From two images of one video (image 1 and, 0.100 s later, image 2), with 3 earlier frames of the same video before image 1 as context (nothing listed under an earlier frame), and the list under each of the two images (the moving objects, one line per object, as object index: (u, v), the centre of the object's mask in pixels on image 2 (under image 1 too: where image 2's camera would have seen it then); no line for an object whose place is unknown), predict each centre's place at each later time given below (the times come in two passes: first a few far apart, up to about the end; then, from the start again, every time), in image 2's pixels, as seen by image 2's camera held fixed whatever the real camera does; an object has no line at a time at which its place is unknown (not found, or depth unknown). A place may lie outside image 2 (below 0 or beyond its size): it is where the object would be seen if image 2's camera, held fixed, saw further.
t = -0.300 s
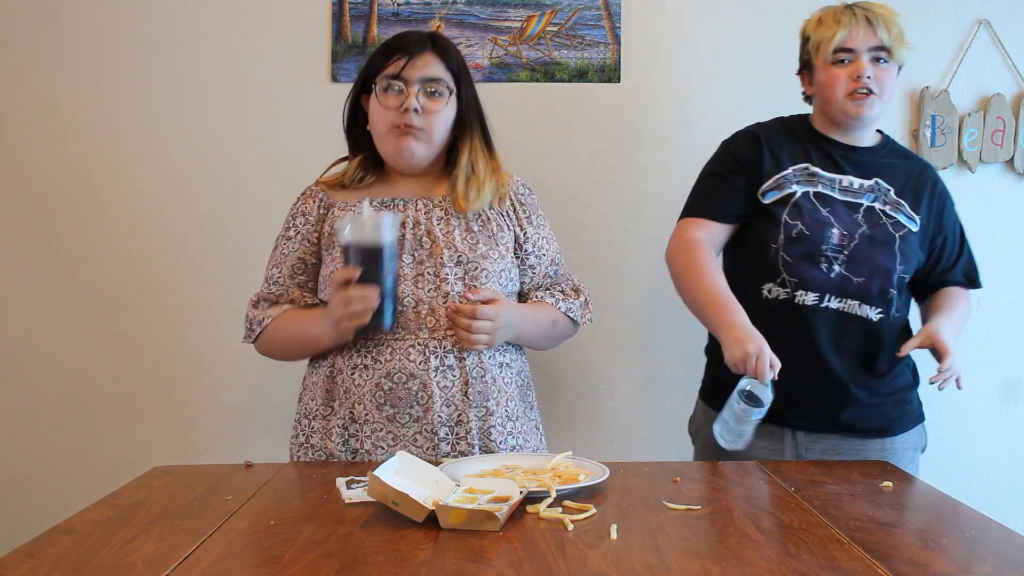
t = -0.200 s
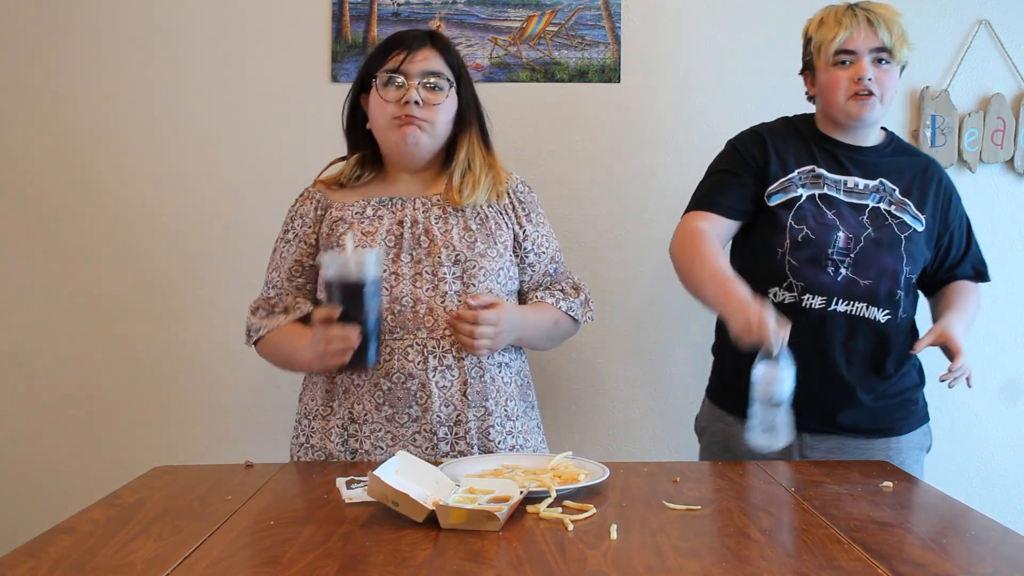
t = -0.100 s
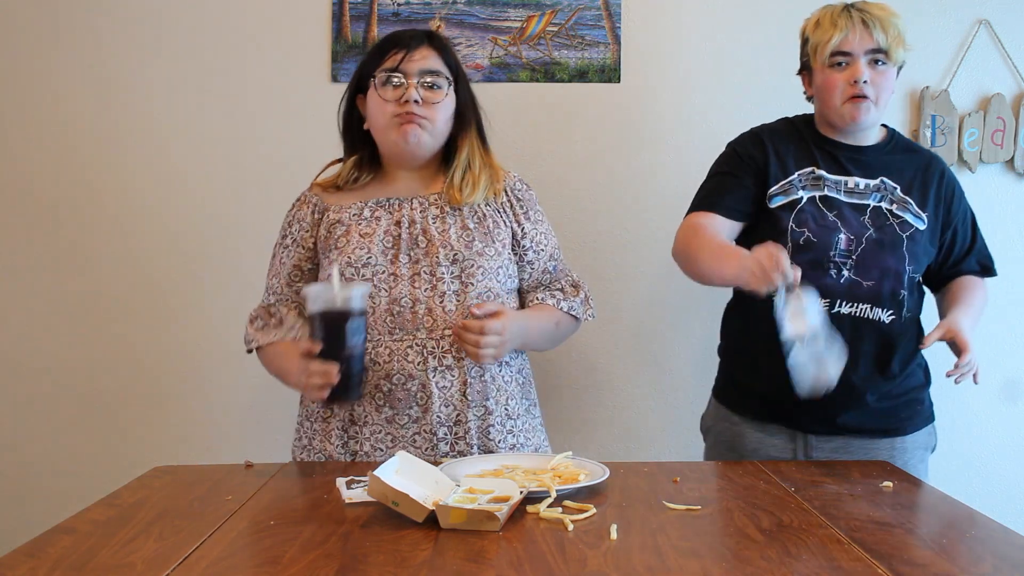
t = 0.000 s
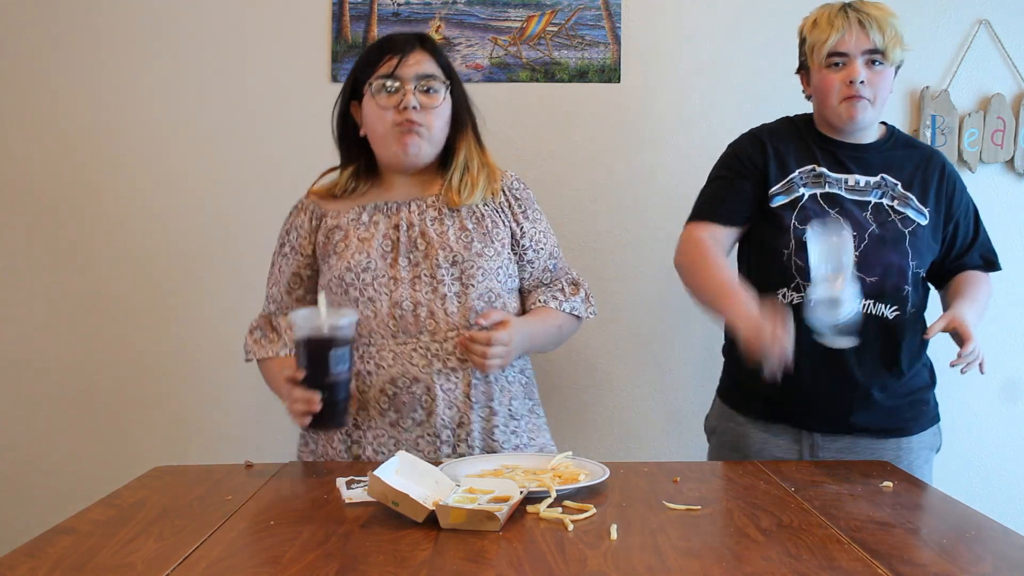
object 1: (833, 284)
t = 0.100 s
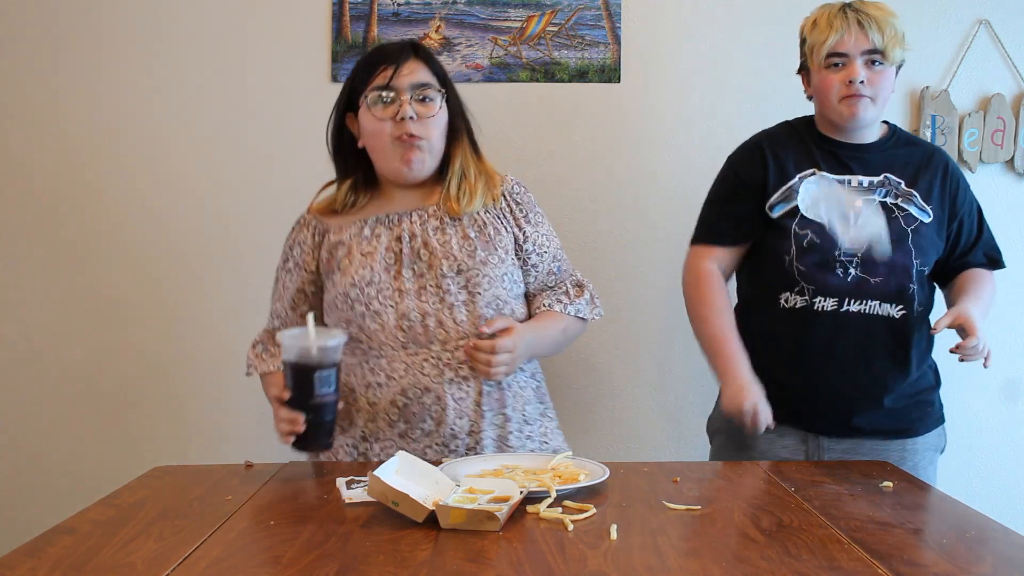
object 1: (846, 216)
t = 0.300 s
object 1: (836, 296)
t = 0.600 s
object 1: (827, 471)
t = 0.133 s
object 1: (839, 201)
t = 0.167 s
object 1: (836, 203)
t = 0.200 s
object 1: (835, 214)
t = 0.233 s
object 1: (835, 236)
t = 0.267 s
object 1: (836, 261)
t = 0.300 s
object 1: (836, 296)
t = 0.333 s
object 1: (836, 341)
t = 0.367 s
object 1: (836, 390)
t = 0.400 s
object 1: (835, 428)
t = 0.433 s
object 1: (832, 433)
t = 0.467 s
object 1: (830, 440)
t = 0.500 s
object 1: (828, 453)
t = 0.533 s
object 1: (826, 470)
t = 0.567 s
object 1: (827, 471)
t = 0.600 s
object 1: (827, 471)
